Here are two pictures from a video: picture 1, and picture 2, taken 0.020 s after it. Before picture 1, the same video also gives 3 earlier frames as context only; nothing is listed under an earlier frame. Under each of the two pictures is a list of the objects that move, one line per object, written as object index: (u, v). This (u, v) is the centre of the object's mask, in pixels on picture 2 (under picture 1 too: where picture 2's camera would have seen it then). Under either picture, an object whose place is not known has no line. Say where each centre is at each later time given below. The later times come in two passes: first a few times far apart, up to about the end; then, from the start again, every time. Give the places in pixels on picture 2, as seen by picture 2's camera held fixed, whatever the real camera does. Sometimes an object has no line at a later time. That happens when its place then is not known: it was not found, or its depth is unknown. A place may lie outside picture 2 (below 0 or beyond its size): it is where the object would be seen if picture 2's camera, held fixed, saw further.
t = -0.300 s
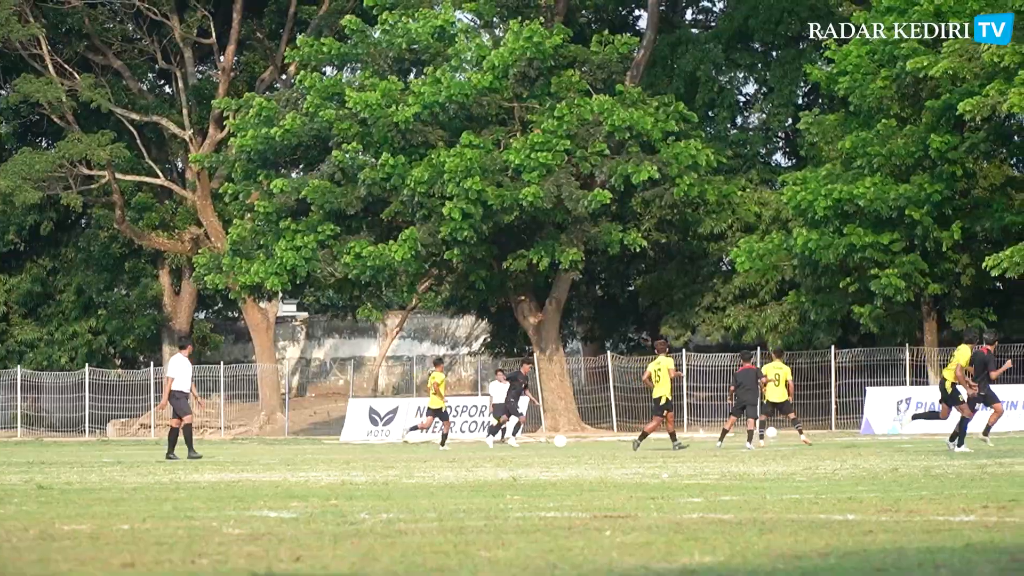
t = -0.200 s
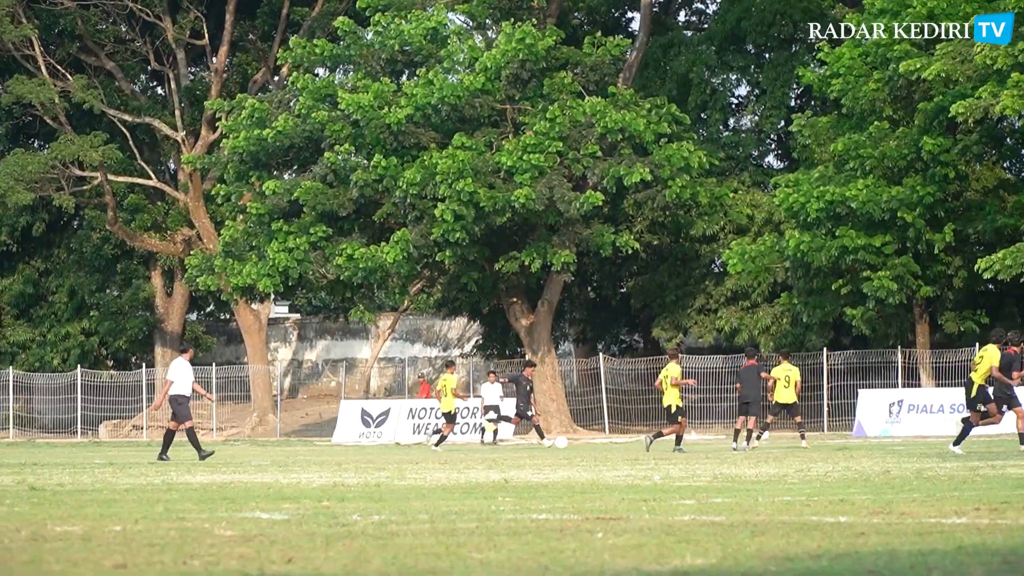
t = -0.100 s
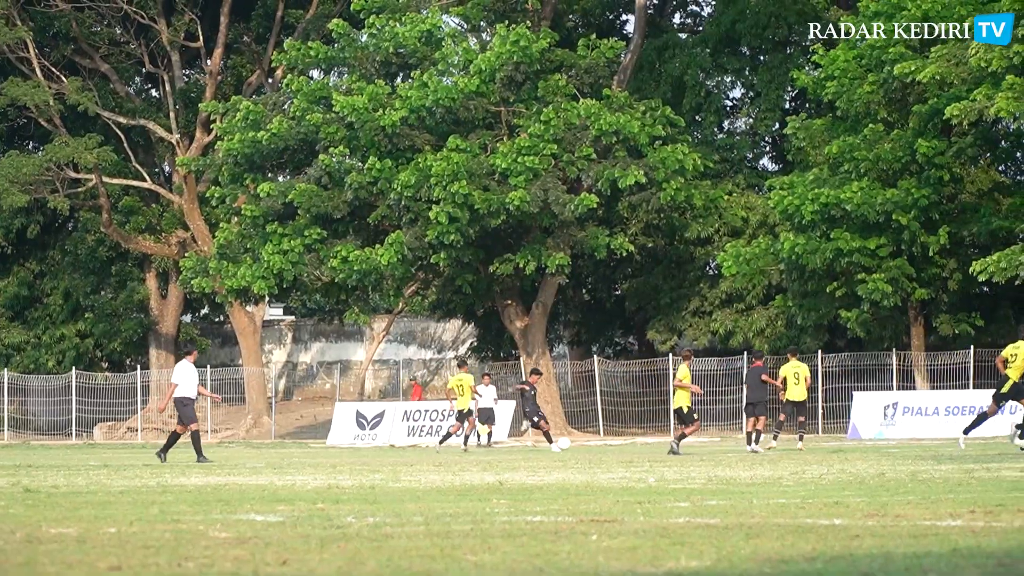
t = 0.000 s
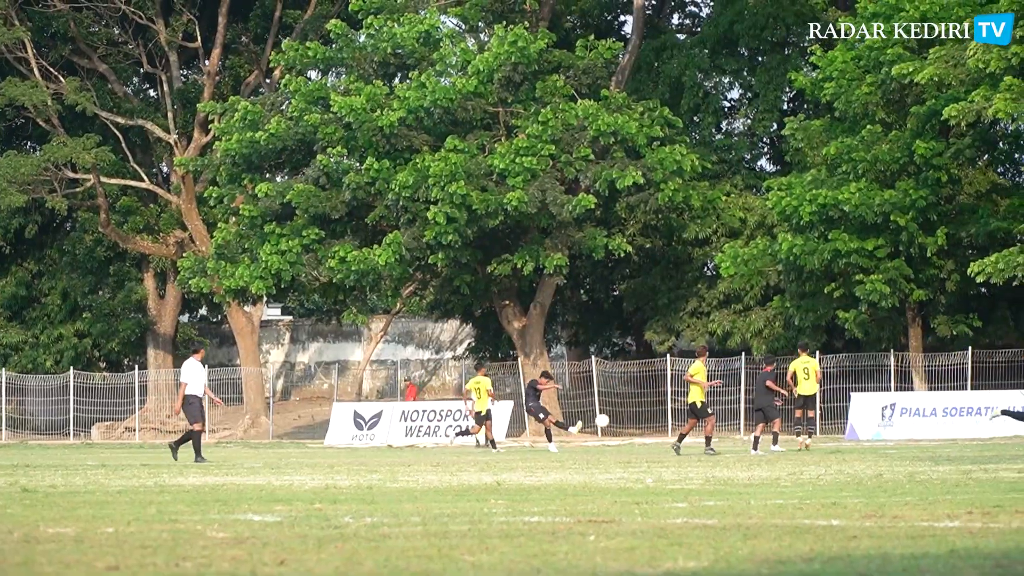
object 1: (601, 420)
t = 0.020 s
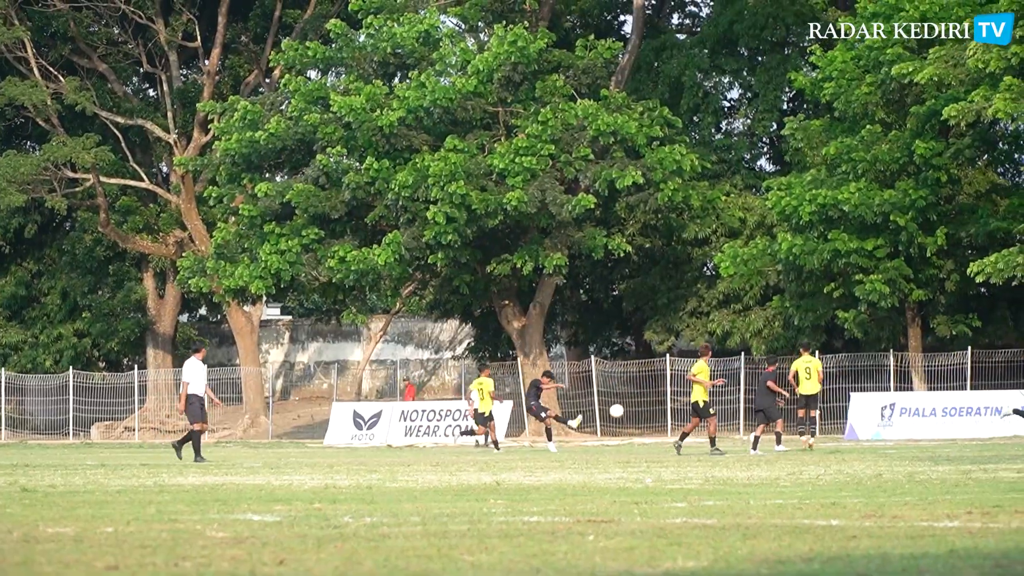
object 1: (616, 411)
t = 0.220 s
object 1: (760, 316)
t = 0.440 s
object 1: (908, 221)
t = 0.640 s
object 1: (1039, 137)
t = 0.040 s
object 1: (632, 401)
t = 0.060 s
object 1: (646, 391)
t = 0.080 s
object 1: (661, 382)
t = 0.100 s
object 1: (675, 372)
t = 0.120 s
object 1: (689, 362)
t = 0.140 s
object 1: (704, 353)
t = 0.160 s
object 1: (718, 343)
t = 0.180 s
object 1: (732, 334)
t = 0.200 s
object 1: (746, 325)
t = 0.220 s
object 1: (760, 316)
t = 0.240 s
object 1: (774, 306)
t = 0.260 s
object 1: (788, 298)
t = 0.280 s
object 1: (802, 289)
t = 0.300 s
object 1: (815, 280)
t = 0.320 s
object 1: (829, 272)
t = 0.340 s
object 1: (842, 263)
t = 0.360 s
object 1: (855, 254)
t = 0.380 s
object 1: (869, 246)
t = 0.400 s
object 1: (882, 237)
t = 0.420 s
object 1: (895, 229)
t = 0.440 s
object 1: (908, 221)
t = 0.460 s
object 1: (921, 213)
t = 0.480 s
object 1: (934, 205)
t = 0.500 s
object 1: (947, 197)
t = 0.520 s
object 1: (960, 189)
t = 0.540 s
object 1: (973, 182)
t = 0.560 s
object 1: (985, 174)
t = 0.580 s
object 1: (998, 165)
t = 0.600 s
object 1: (1012, 155)
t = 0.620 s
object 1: (1025, 146)
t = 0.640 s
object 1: (1039, 137)
